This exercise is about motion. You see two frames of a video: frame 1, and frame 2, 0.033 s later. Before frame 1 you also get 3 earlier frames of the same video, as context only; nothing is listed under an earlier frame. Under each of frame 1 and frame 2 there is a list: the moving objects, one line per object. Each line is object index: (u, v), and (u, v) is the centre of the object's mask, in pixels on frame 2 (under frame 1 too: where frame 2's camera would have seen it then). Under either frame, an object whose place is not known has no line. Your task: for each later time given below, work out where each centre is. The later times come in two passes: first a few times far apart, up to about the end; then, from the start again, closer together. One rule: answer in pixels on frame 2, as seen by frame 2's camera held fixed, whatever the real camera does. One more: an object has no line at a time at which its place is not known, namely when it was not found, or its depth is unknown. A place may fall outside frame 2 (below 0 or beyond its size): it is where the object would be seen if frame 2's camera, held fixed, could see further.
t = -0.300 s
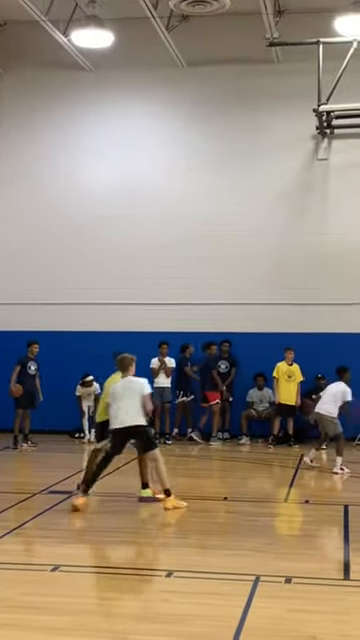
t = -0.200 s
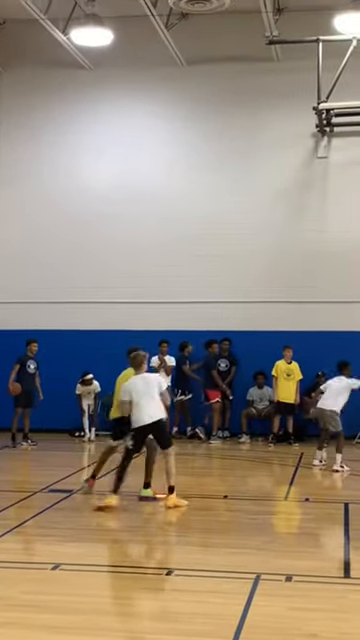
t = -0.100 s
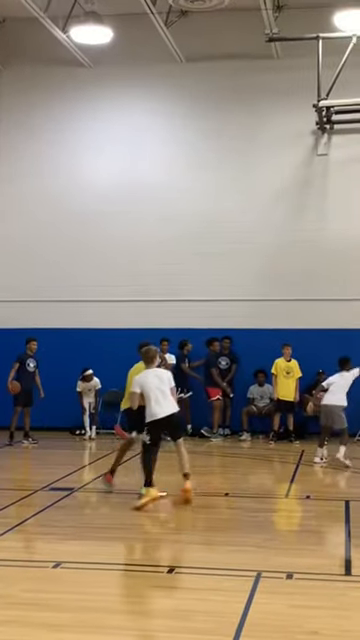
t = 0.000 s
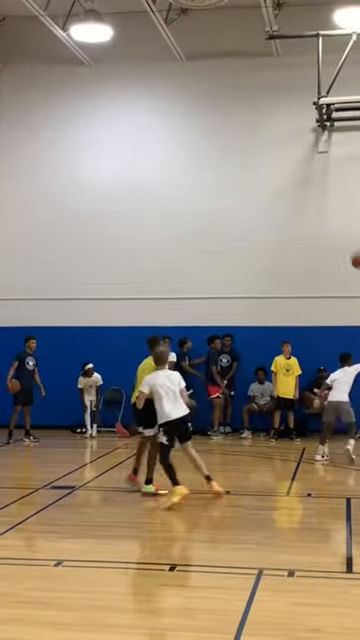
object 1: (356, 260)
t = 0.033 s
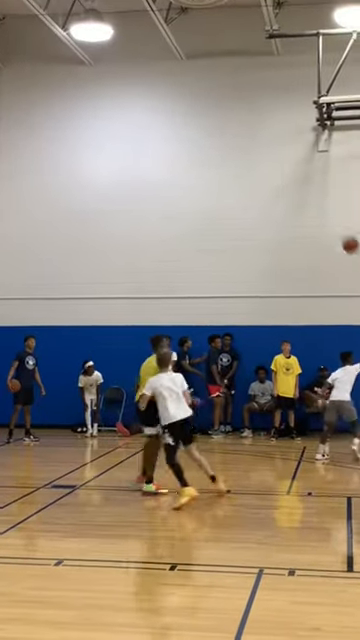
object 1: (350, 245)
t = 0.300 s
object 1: (279, 148)
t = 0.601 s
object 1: (189, 88)
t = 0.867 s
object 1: (100, 89)
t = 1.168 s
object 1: (-16, 163)
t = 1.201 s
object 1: (-29, 178)
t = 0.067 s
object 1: (342, 230)
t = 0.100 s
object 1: (333, 217)
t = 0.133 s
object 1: (324, 204)
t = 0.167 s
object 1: (315, 192)
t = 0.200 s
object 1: (306, 179)
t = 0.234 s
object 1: (297, 168)
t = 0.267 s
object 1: (288, 157)
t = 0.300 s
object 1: (279, 148)
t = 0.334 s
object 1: (269, 138)
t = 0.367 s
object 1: (260, 129)
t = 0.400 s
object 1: (250, 122)
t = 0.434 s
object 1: (240, 114)
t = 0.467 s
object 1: (230, 108)
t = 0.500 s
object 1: (220, 102)
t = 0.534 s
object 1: (210, 96)
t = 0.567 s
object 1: (199, 92)
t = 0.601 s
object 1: (189, 88)
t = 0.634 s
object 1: (179, 85)
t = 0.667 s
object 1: (168, 83)
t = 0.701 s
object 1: (157, 82)
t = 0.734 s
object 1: (146, 81)
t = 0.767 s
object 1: (135, 82)
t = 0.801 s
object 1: (123, 83)
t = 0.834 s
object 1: (112, 86)
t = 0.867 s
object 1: (100, 89)
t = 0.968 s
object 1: (63, 104)
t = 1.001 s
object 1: (51, 112)
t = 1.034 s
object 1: (38, 119)
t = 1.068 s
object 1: (25, 130)
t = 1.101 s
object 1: (12, 140)
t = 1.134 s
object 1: (-2, 151)
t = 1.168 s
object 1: (-16, 163)
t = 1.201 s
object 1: (-29, 178)
